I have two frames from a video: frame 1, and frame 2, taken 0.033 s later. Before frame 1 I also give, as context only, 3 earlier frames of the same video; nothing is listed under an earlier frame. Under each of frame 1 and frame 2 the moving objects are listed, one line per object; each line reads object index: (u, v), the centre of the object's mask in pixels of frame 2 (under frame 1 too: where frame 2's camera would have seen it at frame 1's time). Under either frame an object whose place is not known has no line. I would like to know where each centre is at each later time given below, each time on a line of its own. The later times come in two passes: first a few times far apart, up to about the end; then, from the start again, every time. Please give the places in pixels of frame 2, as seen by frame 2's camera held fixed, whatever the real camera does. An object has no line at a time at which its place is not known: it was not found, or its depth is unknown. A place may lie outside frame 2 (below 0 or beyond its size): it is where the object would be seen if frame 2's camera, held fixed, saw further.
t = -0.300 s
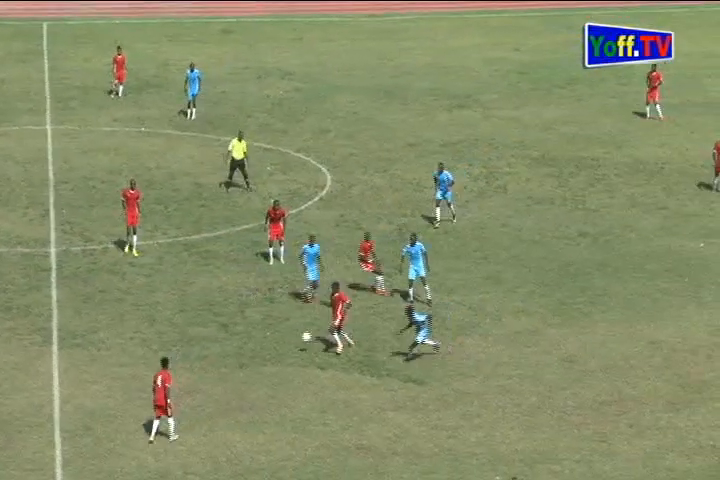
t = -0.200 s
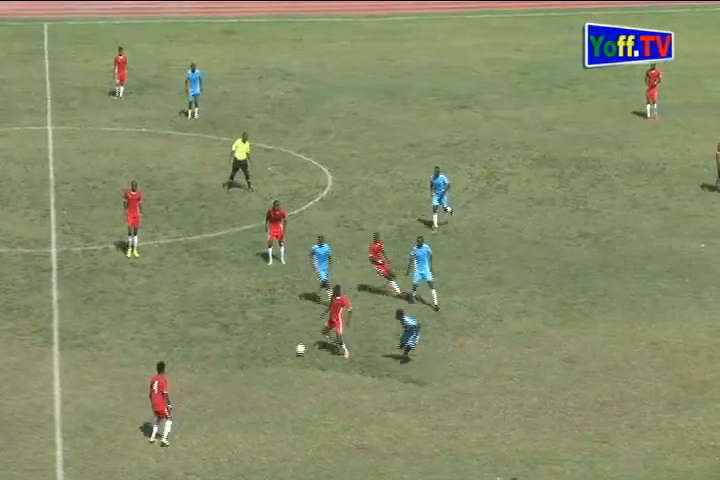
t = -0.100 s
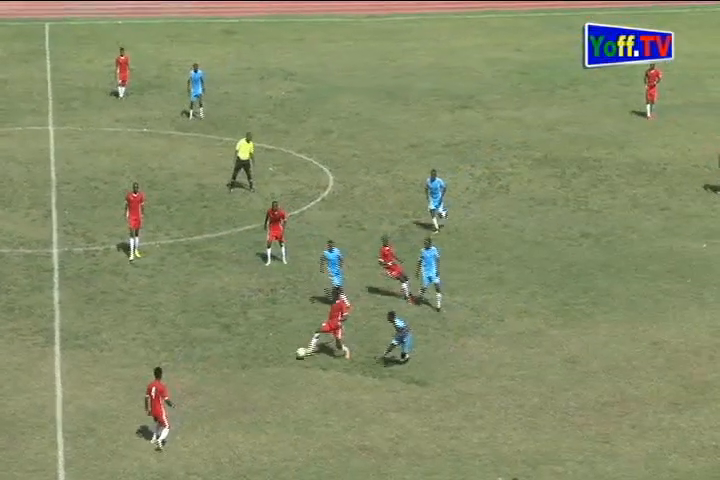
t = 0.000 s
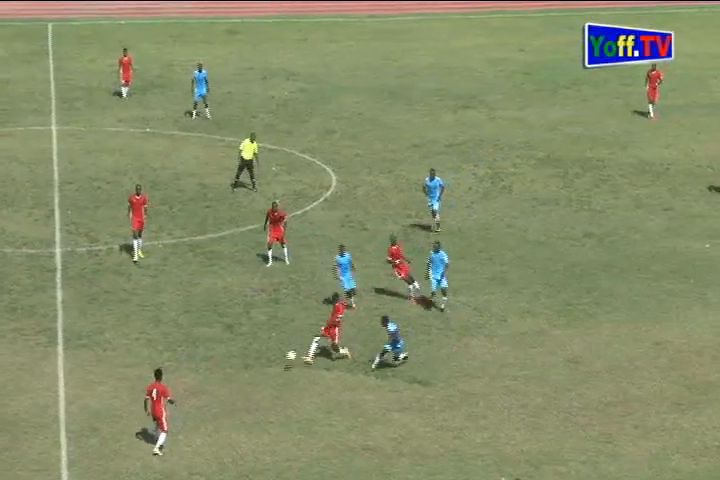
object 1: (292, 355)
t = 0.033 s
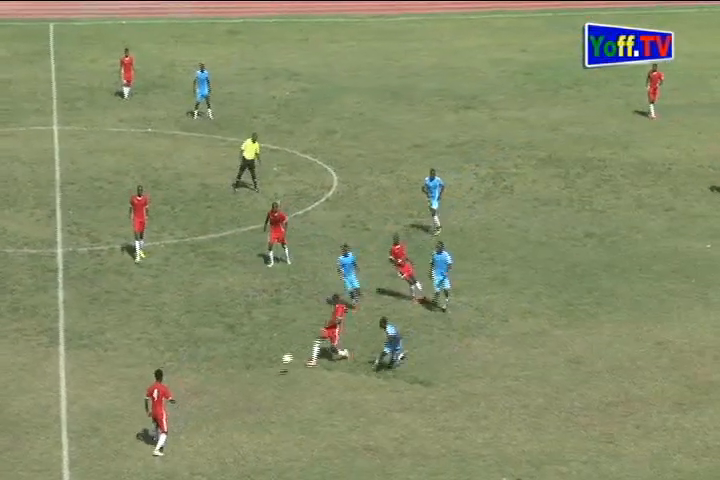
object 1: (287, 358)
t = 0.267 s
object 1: (248, 393)
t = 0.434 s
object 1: (220, 426)
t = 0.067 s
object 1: (281, 361)
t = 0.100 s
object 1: (276, 365)
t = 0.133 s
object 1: (270, 370)
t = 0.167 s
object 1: (264, 374)
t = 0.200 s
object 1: (259, 379)
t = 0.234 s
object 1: (253, 386)
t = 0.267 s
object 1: (248, 393)
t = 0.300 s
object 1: (242, 401)
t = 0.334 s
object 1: (236, 408)
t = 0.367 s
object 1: (230, 417)
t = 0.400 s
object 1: (224, 425)
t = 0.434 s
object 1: (220, 426)
